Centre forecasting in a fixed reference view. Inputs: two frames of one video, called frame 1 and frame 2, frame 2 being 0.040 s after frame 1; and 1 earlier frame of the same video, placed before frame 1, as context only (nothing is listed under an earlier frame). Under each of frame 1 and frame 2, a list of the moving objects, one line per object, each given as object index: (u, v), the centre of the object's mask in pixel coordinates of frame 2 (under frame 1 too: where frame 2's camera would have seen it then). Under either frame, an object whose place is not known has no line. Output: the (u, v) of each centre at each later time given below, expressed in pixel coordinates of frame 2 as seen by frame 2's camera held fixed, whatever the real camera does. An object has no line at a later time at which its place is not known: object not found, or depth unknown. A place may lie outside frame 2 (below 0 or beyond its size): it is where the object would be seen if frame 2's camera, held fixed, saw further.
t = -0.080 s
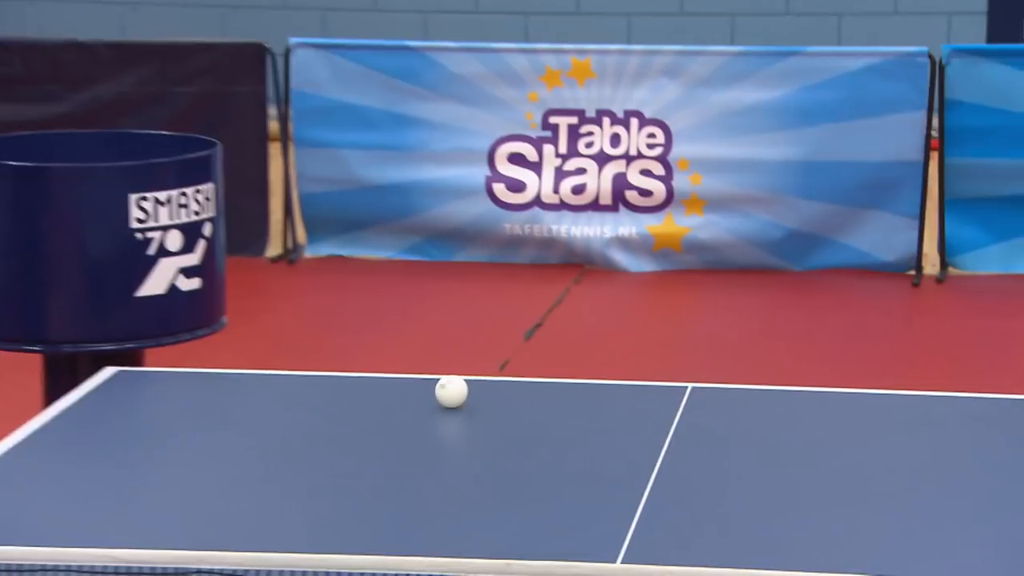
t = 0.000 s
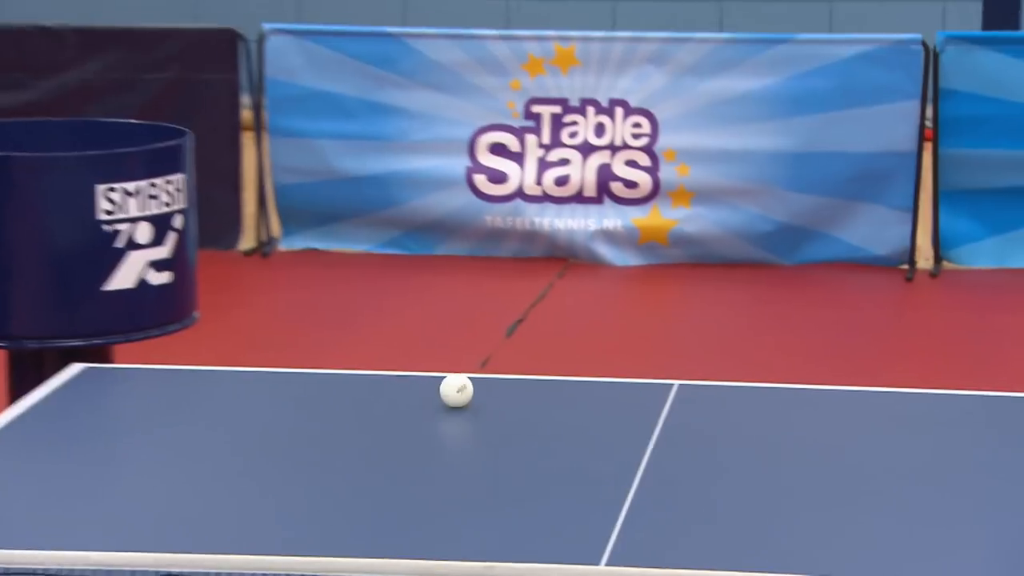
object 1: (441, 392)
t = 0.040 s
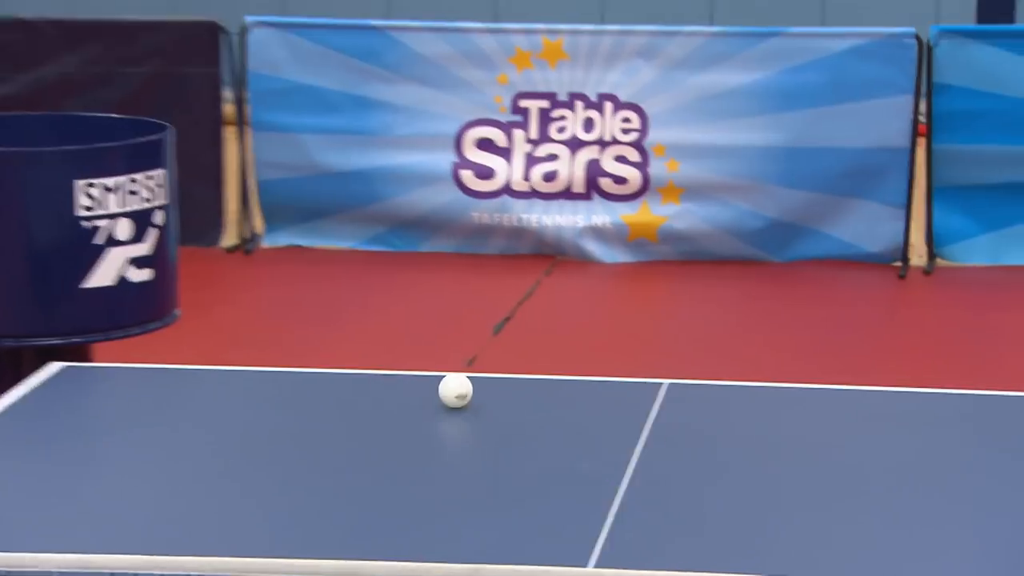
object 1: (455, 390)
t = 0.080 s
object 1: (469, 389)
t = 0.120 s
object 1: (483, 389)
